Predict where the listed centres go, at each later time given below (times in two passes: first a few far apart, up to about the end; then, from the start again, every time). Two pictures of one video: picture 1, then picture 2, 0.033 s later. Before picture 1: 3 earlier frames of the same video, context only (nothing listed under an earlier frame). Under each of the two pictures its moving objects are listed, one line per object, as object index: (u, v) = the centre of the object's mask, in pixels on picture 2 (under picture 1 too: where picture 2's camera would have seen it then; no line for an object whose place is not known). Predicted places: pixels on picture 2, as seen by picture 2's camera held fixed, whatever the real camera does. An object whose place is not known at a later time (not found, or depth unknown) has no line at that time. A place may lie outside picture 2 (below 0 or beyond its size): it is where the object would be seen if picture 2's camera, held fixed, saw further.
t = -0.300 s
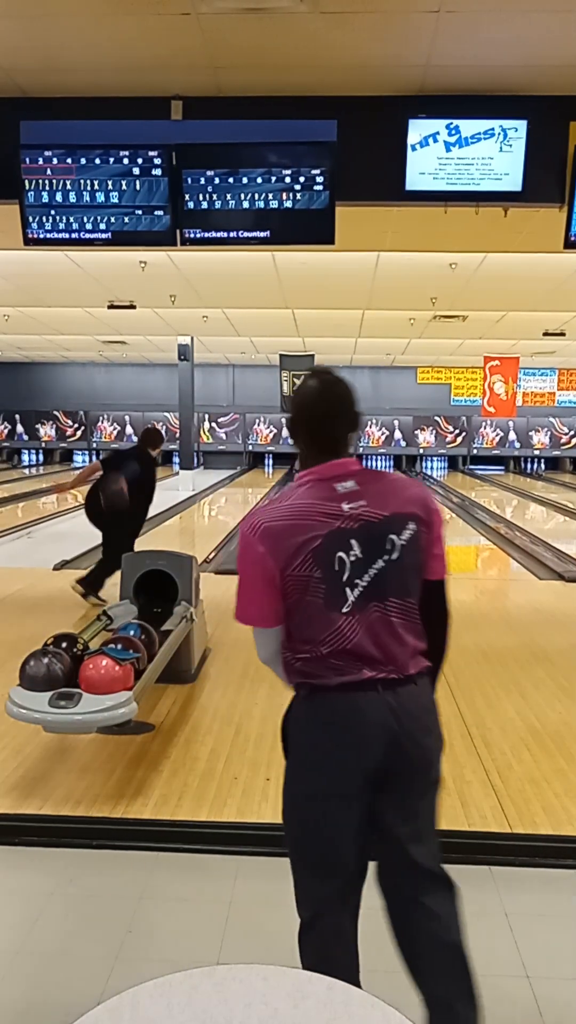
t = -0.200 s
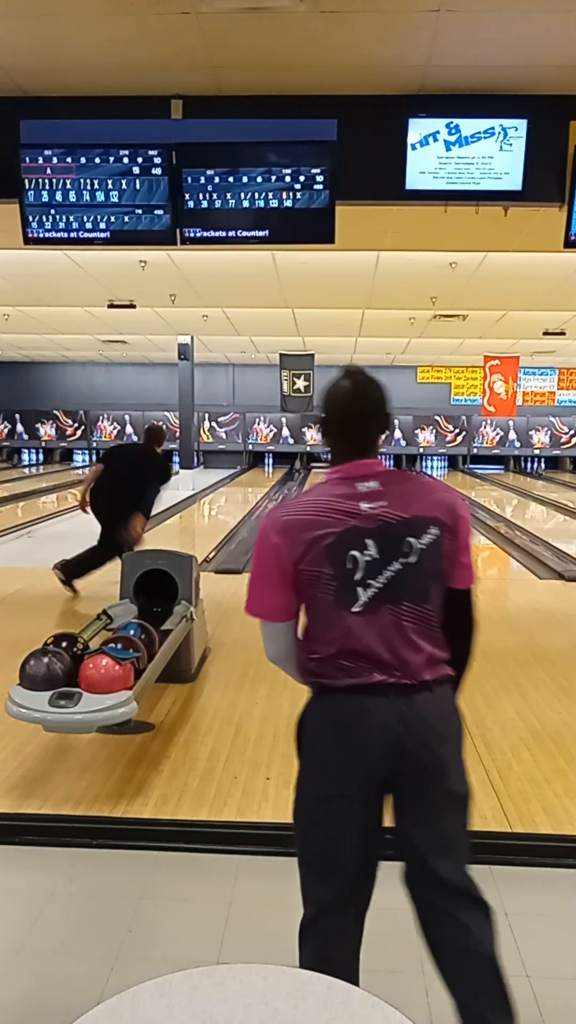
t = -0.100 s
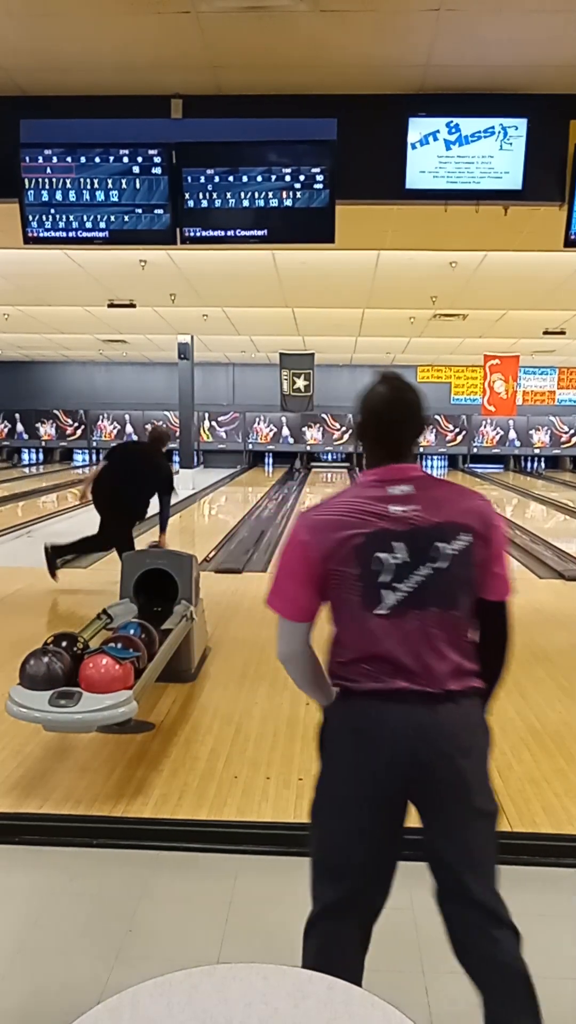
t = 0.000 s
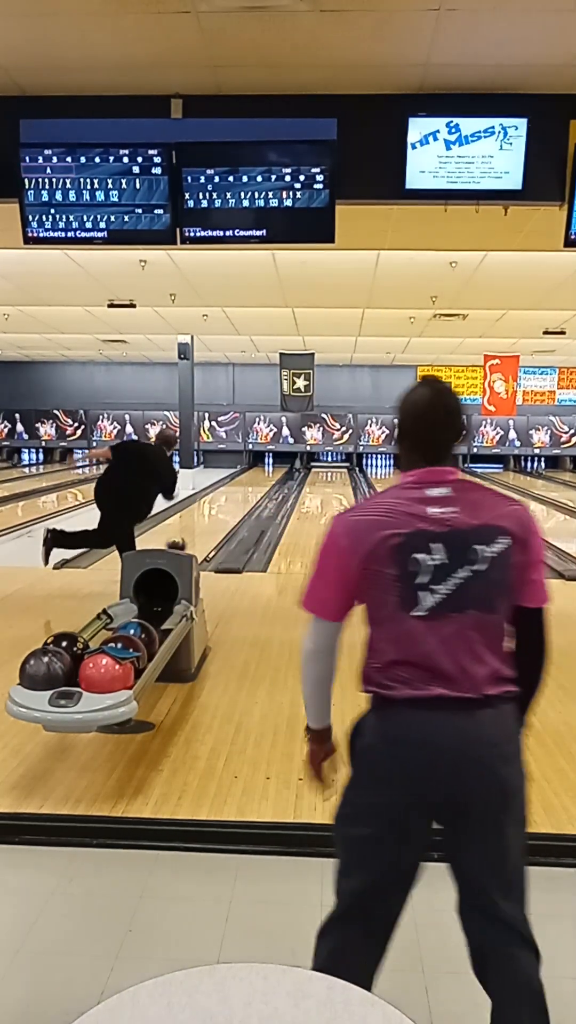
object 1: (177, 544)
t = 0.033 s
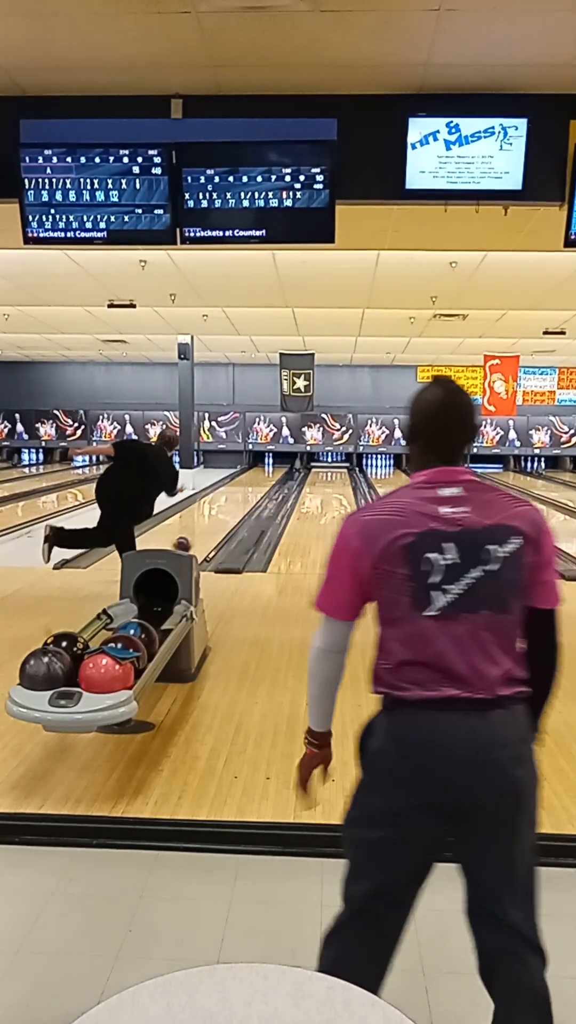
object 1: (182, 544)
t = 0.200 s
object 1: (205, 529)
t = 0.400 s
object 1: (225, 514)
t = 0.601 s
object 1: (240, 503)
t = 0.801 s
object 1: (251, 493)
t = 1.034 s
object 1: (261, 485)
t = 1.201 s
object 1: (267, 480)
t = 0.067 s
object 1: (187, 542)
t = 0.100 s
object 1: (191, 539)
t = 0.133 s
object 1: (197, 536)
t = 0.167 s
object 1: (201, 532)
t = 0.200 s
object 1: (205, 529)
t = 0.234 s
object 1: (208, 527)
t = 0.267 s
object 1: (213, 523)
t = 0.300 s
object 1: (216, 521)
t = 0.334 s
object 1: (219, 519)
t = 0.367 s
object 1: (222, 516)
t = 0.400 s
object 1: (225, 514)
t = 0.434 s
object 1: (228, 512)
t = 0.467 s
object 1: (231, 510)
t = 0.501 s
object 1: (233, 508)
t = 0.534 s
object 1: (235, 506)
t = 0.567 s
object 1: (238, 504)
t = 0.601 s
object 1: (240, 503)
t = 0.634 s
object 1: (242, 501)
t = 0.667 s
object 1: (244, 499)
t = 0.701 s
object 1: (246, 498)
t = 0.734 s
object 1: (248, 496)
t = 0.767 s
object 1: (250, 495)
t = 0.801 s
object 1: (251, 493)
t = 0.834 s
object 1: (253, 492)
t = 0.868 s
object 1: (255, 491)
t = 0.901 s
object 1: (256, 490)
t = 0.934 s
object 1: (257, 488)
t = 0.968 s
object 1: (259, 488)
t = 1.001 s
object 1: (260, 486)
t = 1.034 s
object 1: (261, 485)
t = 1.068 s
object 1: (263, 484)
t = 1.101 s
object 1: (264, 483)
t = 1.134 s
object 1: (265, 482)
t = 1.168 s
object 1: (266, 481)
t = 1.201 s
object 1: (267, 480)
